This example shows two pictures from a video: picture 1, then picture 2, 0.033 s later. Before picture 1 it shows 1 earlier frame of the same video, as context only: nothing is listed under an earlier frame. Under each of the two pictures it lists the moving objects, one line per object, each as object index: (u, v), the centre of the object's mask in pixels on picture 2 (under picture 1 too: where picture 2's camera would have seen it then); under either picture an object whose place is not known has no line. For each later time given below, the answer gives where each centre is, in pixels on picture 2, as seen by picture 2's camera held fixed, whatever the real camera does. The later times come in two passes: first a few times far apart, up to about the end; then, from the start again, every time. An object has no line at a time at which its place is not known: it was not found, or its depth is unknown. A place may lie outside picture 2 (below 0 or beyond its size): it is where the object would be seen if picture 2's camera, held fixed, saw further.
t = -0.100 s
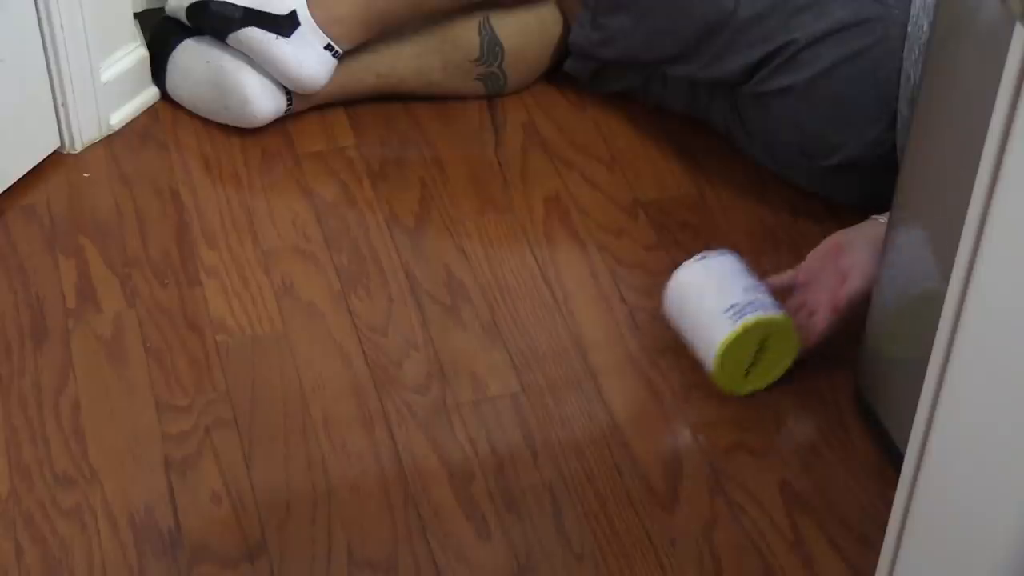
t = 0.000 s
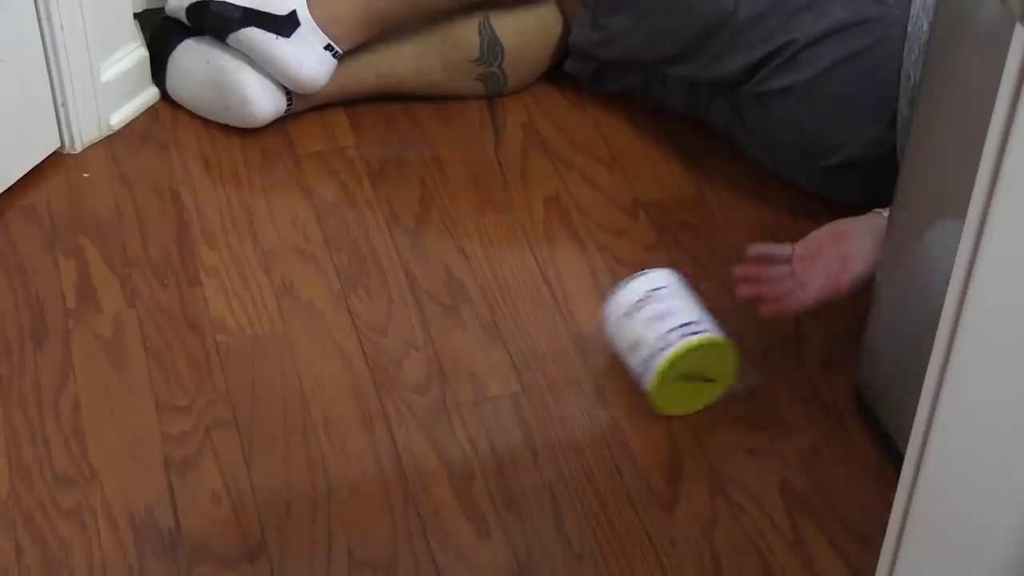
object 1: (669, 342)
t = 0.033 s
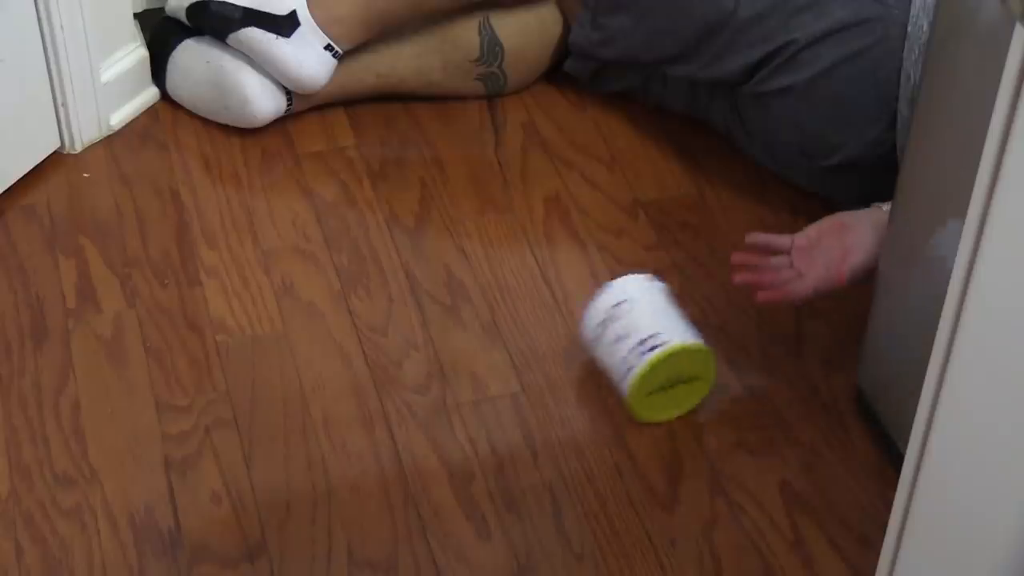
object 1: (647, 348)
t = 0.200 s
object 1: (541, 379)
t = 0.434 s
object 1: (383, 422)
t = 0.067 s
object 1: (627, 354)
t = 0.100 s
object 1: (605, 361)
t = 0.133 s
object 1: (584, 367)
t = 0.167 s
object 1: (563, 373)
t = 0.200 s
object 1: (541, 379)
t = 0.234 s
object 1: (523, 385)
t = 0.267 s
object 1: (497, 392)
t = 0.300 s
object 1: (473, 398)
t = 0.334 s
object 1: (451, 405)
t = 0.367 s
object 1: (428, 411)
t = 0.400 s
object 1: (406, 416)
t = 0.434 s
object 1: (383, 422)
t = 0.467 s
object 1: (361, 428)
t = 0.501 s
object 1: (338, 434)
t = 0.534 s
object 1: (316, 440)
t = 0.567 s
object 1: (294, 446)
